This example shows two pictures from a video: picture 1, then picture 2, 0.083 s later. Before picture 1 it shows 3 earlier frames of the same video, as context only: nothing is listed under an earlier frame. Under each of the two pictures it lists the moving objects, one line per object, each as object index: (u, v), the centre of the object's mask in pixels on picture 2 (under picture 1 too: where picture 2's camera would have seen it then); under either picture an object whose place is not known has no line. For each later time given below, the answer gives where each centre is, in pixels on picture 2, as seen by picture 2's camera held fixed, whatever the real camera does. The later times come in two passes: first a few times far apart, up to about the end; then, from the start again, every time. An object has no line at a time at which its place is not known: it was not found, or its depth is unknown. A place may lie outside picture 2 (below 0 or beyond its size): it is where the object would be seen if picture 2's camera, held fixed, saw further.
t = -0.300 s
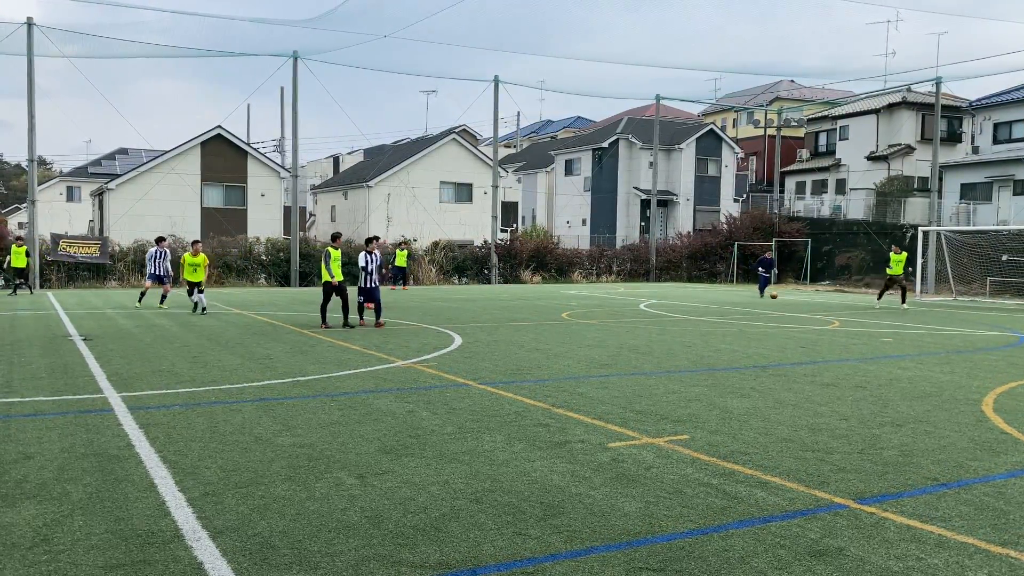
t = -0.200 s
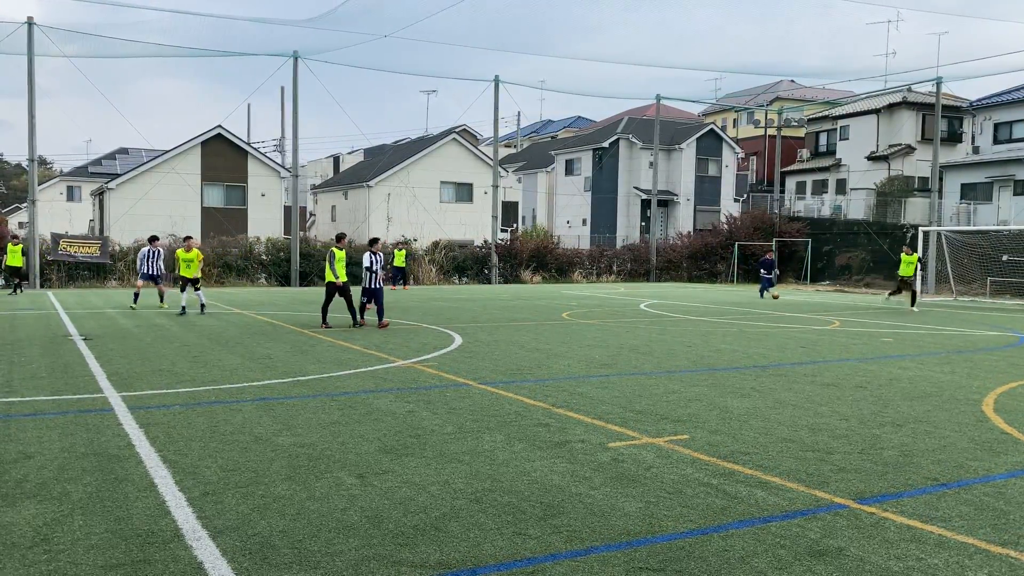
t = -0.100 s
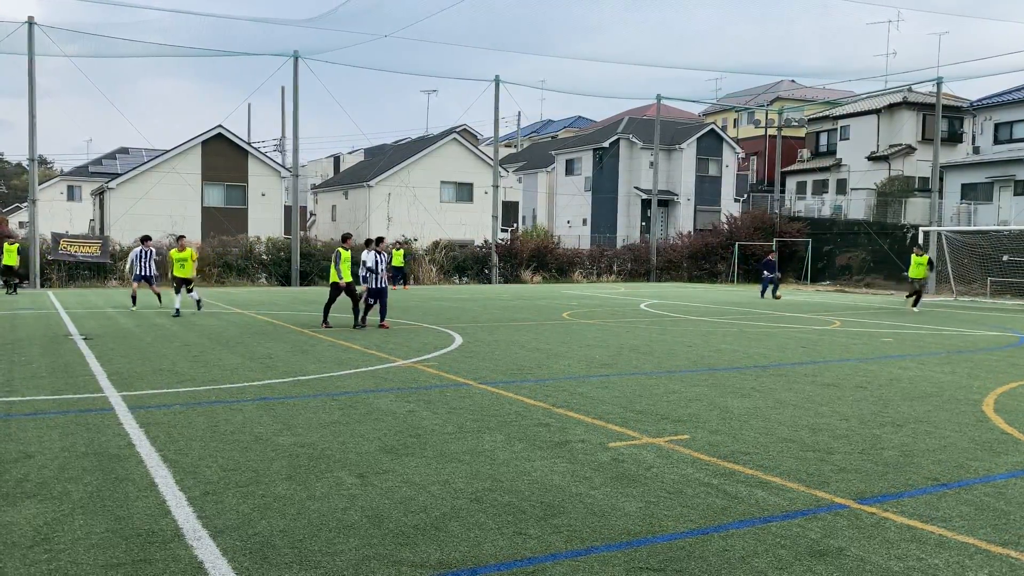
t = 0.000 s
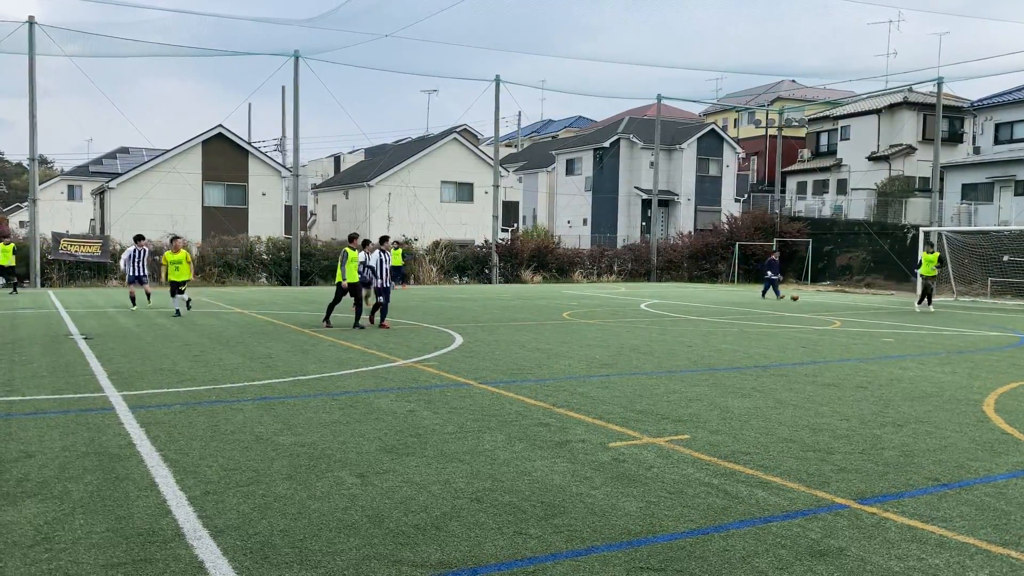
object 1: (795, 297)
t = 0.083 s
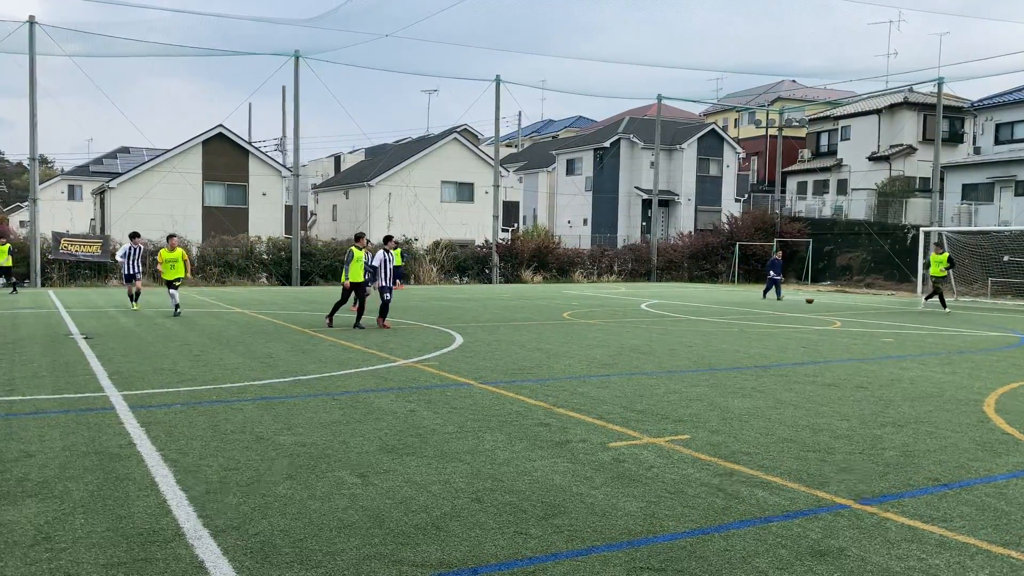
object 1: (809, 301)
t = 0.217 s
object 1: (832, 302)
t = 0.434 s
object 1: (868, 308)
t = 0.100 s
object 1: (813, 301)
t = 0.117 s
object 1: (815, 301)
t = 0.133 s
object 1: (818, 301)
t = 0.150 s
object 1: (821, 302)
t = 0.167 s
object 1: (824, 302)
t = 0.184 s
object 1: (827, 302)
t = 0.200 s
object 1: (830, 302)
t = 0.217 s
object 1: (832, 302)
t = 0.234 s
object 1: (835, 302)
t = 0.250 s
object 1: (838, 302)
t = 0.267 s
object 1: (840, 302)
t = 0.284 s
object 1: (844, 302)
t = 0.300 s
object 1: (846, 303)
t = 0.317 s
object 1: (849, 303)
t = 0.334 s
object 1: (852, 304)
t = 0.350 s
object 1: (855, 304)
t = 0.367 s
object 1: (858, 305)
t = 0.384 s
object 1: (861, 305)
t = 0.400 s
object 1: (862, 306)
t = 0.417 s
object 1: (864, 307)
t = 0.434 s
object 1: (868, 308)
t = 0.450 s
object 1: (871, 308)
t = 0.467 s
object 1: (874, 308)
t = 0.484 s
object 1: (877, 308)
